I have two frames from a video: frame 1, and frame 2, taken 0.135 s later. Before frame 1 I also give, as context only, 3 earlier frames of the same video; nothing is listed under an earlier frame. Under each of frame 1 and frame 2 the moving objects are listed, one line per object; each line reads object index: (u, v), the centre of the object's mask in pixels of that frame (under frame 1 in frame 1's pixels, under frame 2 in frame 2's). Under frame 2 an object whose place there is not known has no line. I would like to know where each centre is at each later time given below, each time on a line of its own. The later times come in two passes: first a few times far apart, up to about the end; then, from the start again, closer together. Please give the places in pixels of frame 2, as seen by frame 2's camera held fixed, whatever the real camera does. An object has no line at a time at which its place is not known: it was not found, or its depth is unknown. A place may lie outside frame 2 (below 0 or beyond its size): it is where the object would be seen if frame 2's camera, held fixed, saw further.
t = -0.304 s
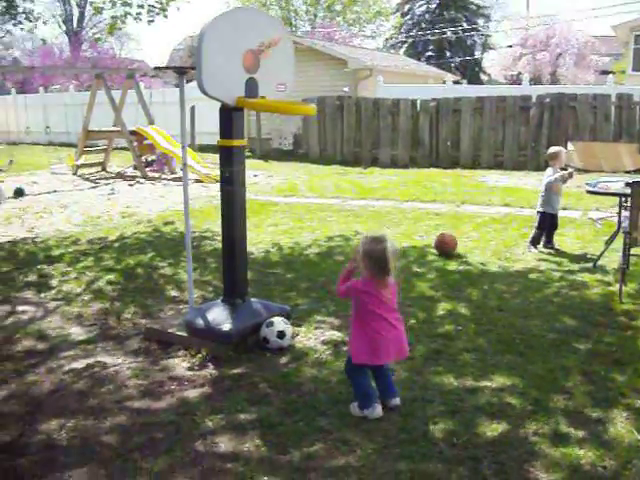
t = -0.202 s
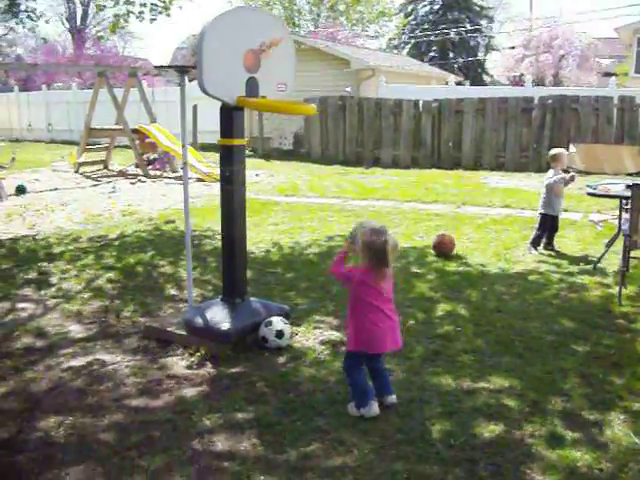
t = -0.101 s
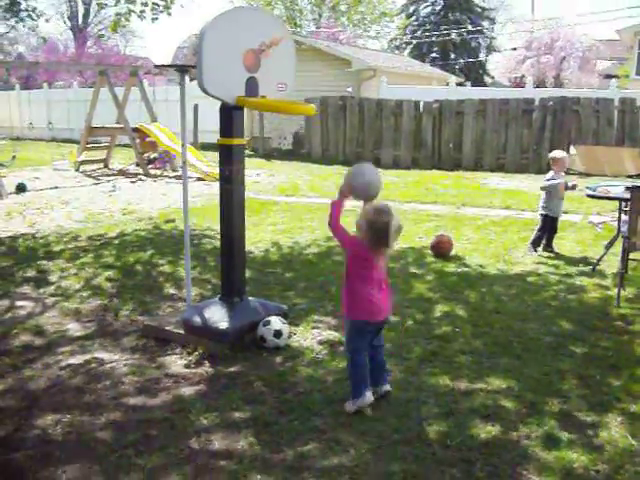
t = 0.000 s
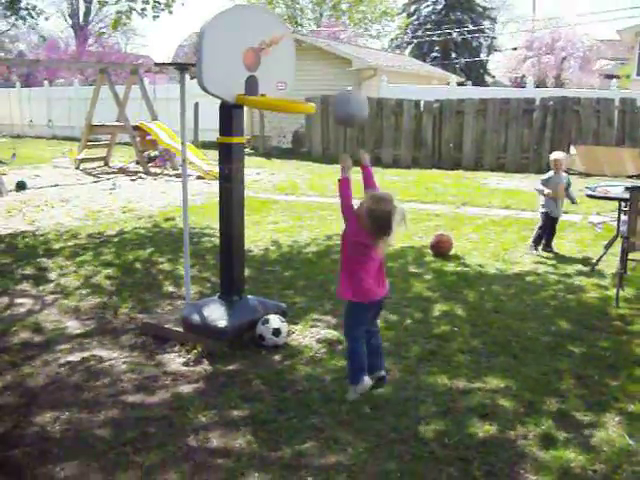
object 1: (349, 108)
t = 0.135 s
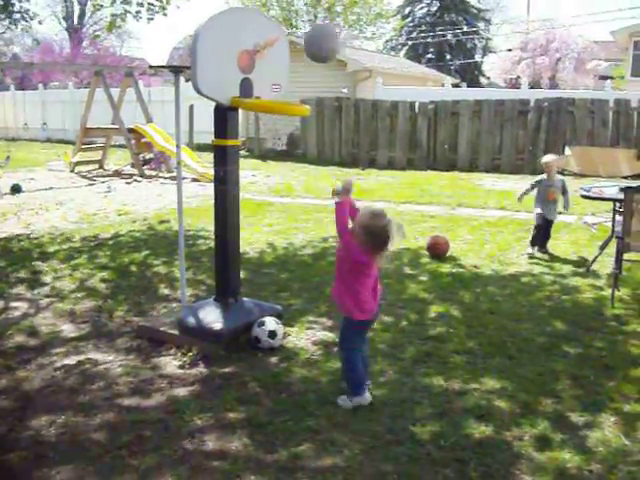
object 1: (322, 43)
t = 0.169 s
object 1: (317, 33)
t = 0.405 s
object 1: (278, 31)
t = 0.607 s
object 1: (247, 119)
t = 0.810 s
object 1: (222, 272)
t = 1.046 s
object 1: (198, 314)
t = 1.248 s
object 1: (179, 310)
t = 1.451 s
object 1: (162, 367)
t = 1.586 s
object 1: (154, 356)
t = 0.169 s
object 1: (317, 33)
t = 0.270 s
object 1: (300, 17)
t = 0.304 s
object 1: (296, 17)
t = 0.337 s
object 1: (289, 20)
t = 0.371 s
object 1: (283, 25)
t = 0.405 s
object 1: (278, 31)
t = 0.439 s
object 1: (273, 41)
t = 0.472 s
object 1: (267, 52)
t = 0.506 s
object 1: (262, 66)
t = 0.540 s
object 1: (256, 82)
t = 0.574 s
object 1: (253, 99)
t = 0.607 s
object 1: (247, 119)
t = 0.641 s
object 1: (241, 141)
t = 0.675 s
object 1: (236, 163)
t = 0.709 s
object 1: (232, 189)
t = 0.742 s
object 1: (229, 214)
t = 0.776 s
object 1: (225, 243)
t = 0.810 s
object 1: (222, 272)
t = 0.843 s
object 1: (219, 301)
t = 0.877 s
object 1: (214, 334)
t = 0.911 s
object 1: (211, 355)
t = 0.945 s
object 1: (207, 342)
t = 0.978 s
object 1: (204, 331)
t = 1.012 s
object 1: (201, 321)
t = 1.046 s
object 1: (198, 314)
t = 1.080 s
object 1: (194, 309)
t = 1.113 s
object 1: (191, 307)
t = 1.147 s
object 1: (188, 304)
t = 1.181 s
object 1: (185, 305)
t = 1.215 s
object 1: (182, 305)
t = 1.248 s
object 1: (179, 310)
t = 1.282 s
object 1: (176, 316)
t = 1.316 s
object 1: (173, 325)
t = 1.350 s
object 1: (171, 334)
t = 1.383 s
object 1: (168, 347)
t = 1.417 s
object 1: (165, 362)
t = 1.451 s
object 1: (162, 367)
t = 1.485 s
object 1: (162, 362)
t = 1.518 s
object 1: (158, 358)
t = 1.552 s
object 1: (156, 356)
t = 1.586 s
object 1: (154, 356)
